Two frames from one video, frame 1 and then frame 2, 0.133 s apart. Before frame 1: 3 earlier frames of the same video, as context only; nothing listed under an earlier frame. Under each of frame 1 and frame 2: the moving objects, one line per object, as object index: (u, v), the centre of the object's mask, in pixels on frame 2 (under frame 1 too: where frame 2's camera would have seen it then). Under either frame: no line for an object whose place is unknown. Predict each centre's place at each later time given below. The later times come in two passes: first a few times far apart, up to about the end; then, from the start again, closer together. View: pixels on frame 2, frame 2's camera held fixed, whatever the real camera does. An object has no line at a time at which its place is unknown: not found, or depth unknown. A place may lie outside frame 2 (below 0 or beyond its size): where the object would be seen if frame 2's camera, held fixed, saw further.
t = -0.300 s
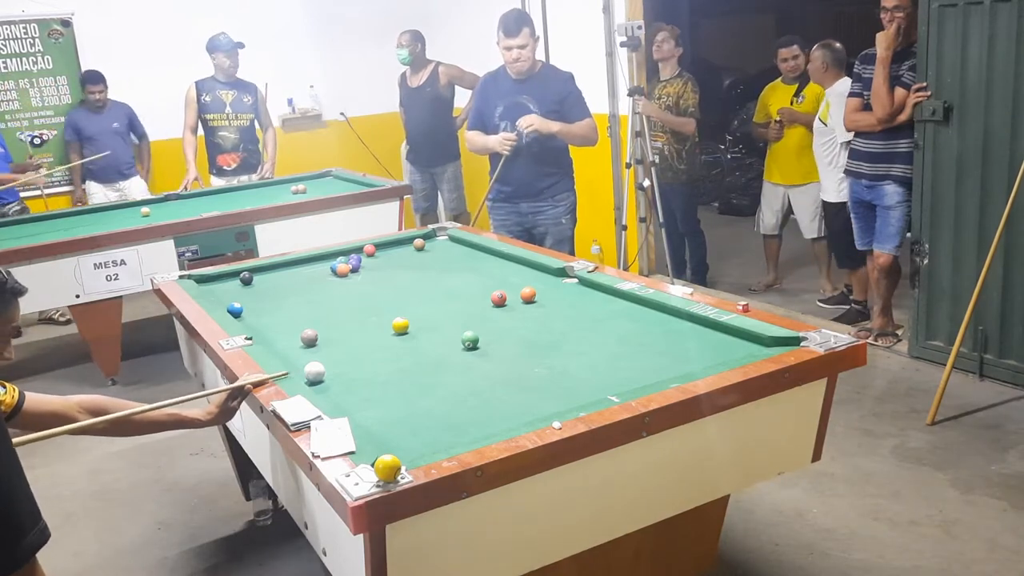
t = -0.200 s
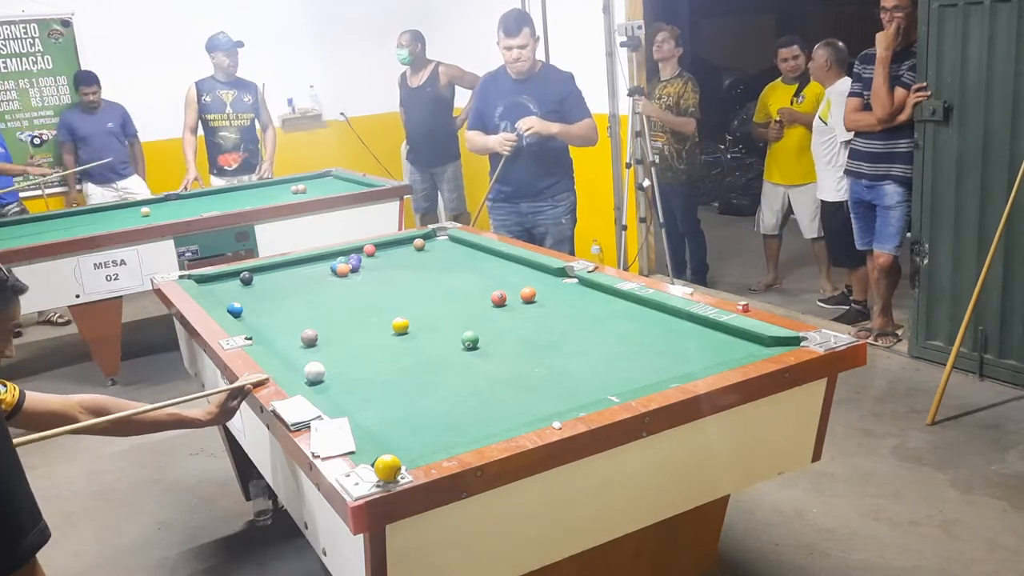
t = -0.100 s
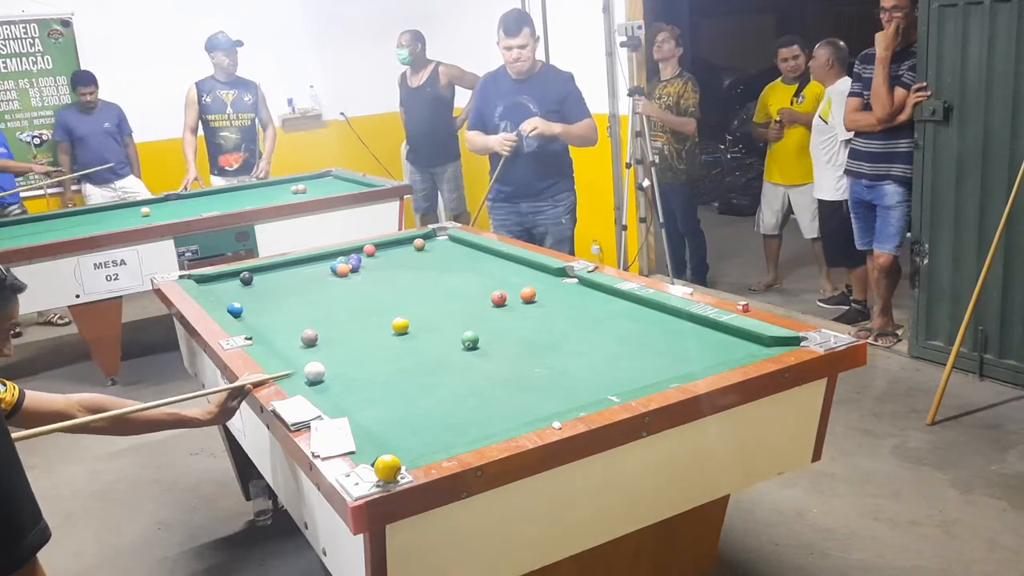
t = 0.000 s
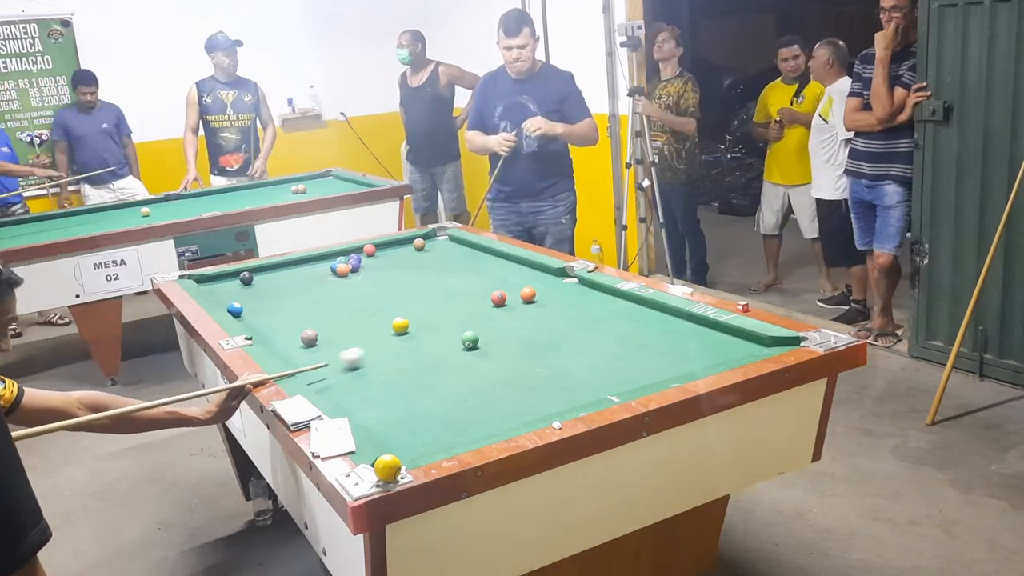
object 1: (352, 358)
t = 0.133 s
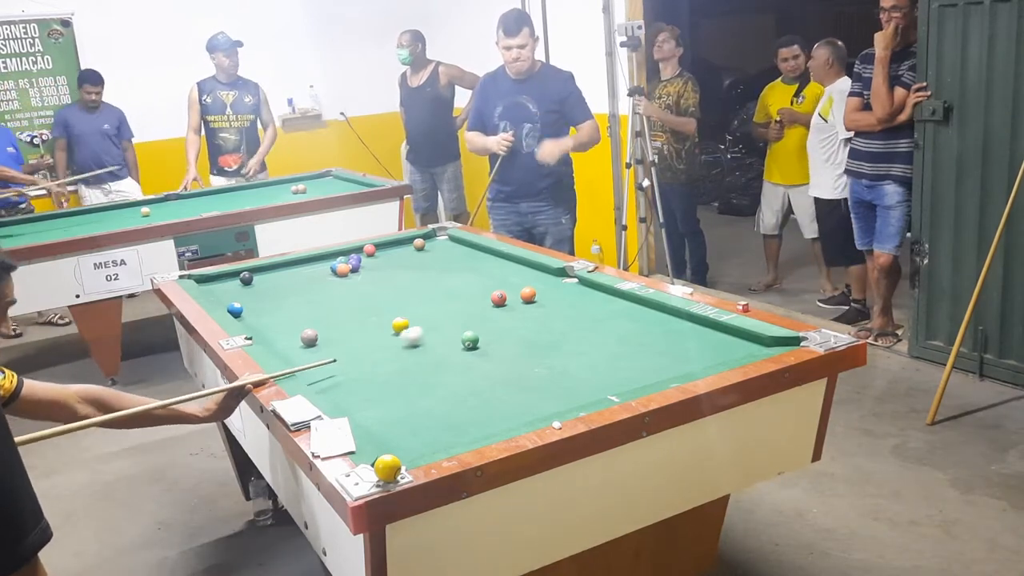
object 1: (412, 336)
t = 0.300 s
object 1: (477, 312)
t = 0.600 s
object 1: (544, 294)
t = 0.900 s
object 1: (588, 286)
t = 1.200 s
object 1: (567, 292)
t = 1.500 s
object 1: (544, 300)
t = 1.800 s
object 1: (524, 306)
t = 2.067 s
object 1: (507, 311)
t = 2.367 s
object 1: (490, 317)
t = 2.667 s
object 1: (476, 321)
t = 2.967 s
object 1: (464, 324)
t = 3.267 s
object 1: (456, 327)
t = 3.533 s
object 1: (451, 329)
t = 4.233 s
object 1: (441, 330)
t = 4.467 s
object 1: (447, 330)
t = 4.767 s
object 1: (447, 330)
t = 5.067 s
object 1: (447, 330)
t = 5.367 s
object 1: (446, 330)
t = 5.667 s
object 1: (446, 331)
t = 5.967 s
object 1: (446, 331)
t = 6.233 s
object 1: (446, 331)
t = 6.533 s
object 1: (446, 331)
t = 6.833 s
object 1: (446, 331)
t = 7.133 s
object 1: (446, 331)
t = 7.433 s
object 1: (446, 331)
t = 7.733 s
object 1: (446, 331)
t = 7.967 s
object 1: (446, 331)
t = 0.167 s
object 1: (426, 331)
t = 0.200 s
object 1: (439, 326)
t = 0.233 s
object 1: (452, 322)
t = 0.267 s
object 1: (465, 317)
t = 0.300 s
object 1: (477, 312)
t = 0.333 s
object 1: (489, 308)
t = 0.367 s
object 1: (502, 304)
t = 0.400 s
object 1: (514, 300)
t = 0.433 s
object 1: (521, 298)
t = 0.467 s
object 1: (524, 298)
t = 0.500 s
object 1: (529, 297)
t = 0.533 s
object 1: (534, 296)
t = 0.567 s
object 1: (539, 295)
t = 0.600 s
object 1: (544, 294)
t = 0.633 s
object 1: (549, 293)
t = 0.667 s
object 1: (555, 292)
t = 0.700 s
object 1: (559, 291)
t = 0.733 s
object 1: (564, 291)
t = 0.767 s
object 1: (569, 290)
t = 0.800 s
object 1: (574, 289)
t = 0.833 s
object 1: (579, 288)
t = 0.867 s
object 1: (583, 287)
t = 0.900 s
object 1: (588, 286)
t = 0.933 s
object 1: (589, 286)
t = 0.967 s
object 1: (586, 287)
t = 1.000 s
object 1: (583, 288)
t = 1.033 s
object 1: (580, 289)
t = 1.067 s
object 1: (577, 289)
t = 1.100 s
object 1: (575, 290)
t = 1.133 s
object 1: (572, 291)
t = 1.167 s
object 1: (570, 292)
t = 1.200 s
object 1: (567, 292)
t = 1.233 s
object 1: (564, 294)
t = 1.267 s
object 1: (562, 294)
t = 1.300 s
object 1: (559, 295)
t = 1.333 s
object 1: (557, 296)
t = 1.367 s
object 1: (554, 297)
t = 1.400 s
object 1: (551, 297)
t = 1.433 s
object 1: (549, 298)
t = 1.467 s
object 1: (547, 299)
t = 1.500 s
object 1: (544, 300)
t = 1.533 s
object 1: (542, 300)
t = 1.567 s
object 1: (540, 301)
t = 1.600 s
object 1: (537, 302)
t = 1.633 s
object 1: (535, 303)
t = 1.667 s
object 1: (533, 303)
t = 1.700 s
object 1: (531, 304)
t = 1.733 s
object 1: (528, 305)
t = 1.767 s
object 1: (526, 305)
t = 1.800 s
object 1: (524, 306)
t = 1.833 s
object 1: (522, 307)
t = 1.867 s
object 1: (519, 307)
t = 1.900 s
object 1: (517, 308)
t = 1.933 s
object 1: (515, 309)
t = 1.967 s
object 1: (513, 310)
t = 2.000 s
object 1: (511, 310)
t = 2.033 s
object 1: (509, 311)
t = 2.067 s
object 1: (507, 311)
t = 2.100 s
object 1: (505, 312)
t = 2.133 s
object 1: (503, 313)
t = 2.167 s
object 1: (501, 314)
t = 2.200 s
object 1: (500, 314)
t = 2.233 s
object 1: (498, 314)
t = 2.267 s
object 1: (496, 315)
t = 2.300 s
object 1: (494, 316)
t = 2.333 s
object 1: (492, 316)
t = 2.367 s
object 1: (490, 317)
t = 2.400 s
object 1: (489, 317)
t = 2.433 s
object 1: (487, 318)
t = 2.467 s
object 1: (486, 318)
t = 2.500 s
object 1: (484, 319)
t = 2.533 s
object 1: (482, 319)
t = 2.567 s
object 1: (481, 320)
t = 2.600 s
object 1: (479, 320)
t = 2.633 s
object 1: (478, 321)
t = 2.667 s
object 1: (476, 321)
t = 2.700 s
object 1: (475, 321)
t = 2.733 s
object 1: (474, 322)
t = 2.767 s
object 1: (472, 322)
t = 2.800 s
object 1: (471, 322)
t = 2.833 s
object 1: (470, 322)
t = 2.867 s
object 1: (468, 323)
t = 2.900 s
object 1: (467, 323)
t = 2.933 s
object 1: (465, 324)
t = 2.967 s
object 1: (464, 324)
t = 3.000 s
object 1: (463, 324)
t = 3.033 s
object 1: (462, 325)
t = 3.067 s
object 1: (461, 325)
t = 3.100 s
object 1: (460, 325)
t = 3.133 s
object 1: (459, 326)
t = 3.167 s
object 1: (458, 326)
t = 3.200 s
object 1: (458, 326)
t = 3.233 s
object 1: (457, 327)
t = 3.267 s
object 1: (456, 327)
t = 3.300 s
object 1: (455, 327)
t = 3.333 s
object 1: (454, 328)
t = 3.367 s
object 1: (454, 328)
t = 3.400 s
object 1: (453, 329)
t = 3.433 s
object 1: (452, 329)
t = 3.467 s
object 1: (452, 329)
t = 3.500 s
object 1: (451, 329)
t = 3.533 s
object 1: (451, 329)
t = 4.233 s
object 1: (441, 330)
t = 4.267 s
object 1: (446, 330)
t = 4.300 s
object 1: (447, 331)
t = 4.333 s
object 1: (447, 330)
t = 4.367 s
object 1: (447, 330)
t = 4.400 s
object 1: (447, 330)
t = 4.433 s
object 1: (447, 330)
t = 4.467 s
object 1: (447, 330)
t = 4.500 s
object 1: (447, 330)
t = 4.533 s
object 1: (447, 330)
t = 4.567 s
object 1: (447, 330)
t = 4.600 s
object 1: (447, 330)
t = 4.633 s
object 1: (447, 331)
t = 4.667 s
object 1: (447, 330)
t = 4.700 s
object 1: (447, 330)
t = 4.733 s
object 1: (447, 330)
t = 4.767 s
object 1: (447, 330)
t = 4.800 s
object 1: (447, 330)
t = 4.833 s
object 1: (447, 330)
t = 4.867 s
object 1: (447, 330)
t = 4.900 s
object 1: (447, 330)
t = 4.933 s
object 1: (447, 330)
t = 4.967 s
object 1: (447, 330)
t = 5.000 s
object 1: (447, 330)
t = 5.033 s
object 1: (447, 330)
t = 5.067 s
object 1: (447, 330)
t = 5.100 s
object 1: (447, 330)
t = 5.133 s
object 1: (447, 330)
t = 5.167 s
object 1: (447, 330)
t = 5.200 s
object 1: (447, 330)
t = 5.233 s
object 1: (447, 330)
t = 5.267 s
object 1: (447, 330)
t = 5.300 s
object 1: (446, 330)
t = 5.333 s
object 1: (446, 330)
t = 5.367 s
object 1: (446, 330)
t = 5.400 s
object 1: (446, 330)
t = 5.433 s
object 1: (446, 330)
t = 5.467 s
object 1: (446, 331)
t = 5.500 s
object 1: (446, 331)
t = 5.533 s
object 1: (446, 331)
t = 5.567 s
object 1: (446, 331)
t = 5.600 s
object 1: (446, 331)
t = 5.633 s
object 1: (446, 331)
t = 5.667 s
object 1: (446, 331)
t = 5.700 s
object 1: (446, 331)
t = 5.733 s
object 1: (446, 331)
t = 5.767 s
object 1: (446, 331)
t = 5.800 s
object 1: (446, 331)
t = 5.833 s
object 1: (446, 331)
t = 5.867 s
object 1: (446, 331)
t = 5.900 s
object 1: (446, 331)
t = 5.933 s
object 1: (446, 331)
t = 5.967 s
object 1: (446, 331)
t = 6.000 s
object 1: (446, 331)
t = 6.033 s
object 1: (446, 331)
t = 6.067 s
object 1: (446, 331)
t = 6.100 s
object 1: (446, 331)
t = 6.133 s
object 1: (446, 331)
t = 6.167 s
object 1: (446, 331)
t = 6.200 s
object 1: (446, 331)
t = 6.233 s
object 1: (446, 331)
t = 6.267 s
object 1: (446, 331)
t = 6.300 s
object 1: (446, 331)
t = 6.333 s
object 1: (446, 331)
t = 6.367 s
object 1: (446, 331)
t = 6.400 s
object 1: (446, 331)
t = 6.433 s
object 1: (446, 331)
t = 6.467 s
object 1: (446, 331)
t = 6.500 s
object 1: (446, 331)
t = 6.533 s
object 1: (446, 331)
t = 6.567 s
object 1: (446, 331)
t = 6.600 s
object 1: (446, 331)
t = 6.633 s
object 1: (446, 331)
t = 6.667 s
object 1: (446, 331)
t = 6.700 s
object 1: (446, 331)
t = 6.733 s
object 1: (446, 331)
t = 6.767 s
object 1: (446, 331)
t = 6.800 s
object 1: (446, 331)
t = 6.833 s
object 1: (446, 331)
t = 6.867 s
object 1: (446, 331)
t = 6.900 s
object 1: (446, 331)
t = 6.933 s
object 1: (446, 331)
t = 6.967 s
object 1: (446, 331)
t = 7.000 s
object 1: (446, 331)
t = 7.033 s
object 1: (447, 331)
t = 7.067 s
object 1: (446, 331)
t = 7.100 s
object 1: (447, 331)
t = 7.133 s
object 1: (446, 331)
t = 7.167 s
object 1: (446, 331)
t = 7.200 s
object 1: (446, 331)
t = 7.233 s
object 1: (446, 331)
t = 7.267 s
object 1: (446, 331)
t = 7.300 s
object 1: (446, 331)
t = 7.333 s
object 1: (446, 331)
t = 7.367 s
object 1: (446, 331)
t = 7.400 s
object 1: (446, 331)
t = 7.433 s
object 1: (446, 331)
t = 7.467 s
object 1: (446, 331)
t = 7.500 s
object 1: (446, 331)
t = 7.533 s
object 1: (446, 331)
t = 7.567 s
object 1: (446, 331)
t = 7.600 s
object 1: (446, 331)
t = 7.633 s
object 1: (446, 331)
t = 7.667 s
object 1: (446, 331)
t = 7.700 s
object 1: (446, 331)
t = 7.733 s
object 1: (446, 331)
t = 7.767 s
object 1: (446, 331)
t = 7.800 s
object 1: (446, 331)
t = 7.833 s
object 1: (446, 331)
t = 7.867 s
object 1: (446, 331)
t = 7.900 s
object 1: (446, 331)
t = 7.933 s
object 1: (446, 331)
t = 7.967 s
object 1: (446, 331)
